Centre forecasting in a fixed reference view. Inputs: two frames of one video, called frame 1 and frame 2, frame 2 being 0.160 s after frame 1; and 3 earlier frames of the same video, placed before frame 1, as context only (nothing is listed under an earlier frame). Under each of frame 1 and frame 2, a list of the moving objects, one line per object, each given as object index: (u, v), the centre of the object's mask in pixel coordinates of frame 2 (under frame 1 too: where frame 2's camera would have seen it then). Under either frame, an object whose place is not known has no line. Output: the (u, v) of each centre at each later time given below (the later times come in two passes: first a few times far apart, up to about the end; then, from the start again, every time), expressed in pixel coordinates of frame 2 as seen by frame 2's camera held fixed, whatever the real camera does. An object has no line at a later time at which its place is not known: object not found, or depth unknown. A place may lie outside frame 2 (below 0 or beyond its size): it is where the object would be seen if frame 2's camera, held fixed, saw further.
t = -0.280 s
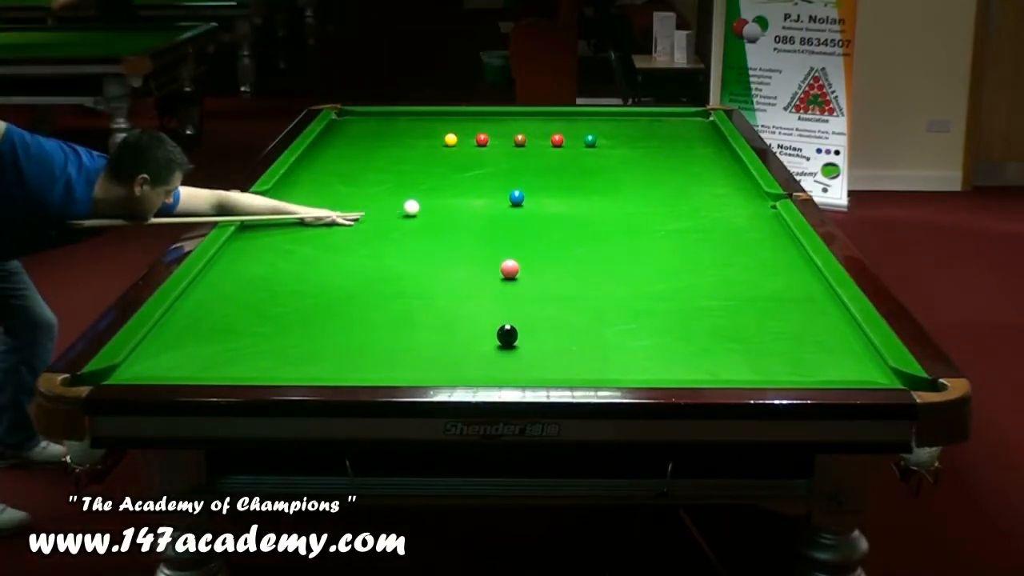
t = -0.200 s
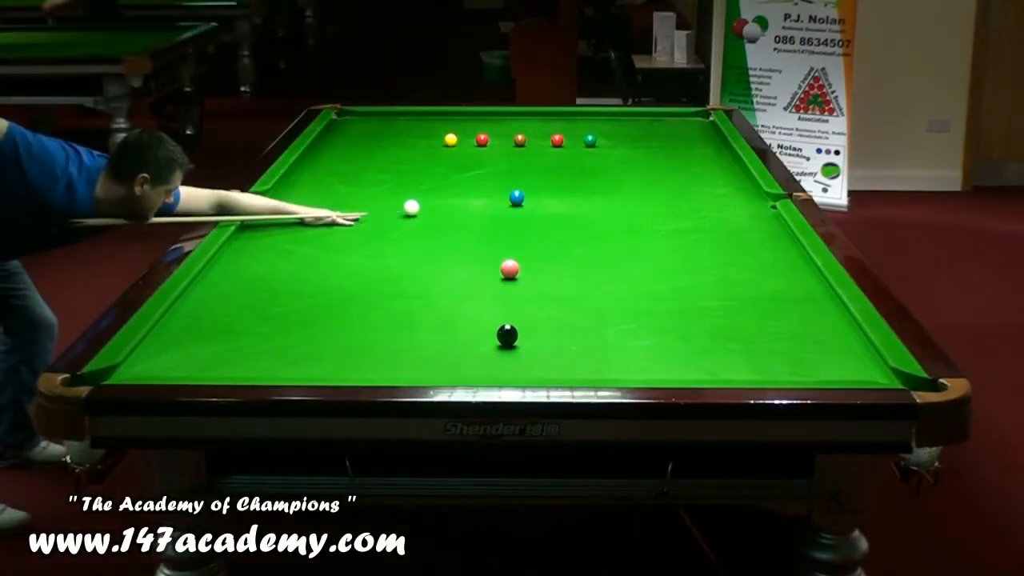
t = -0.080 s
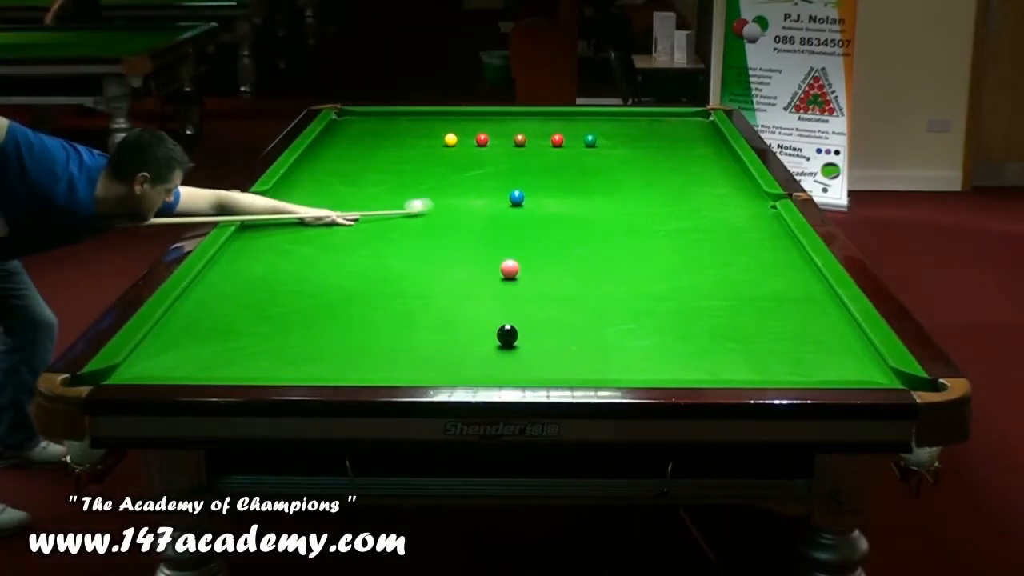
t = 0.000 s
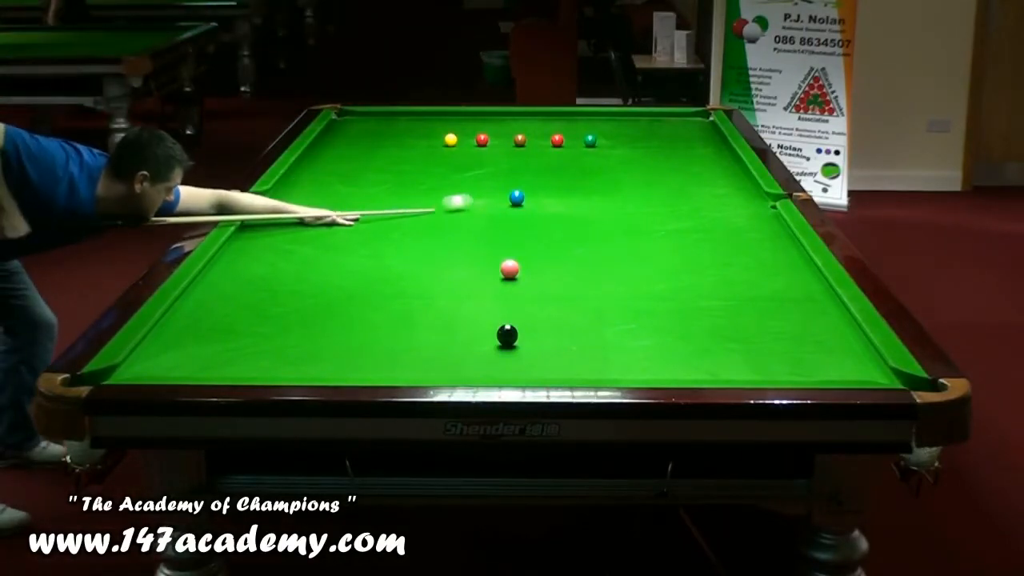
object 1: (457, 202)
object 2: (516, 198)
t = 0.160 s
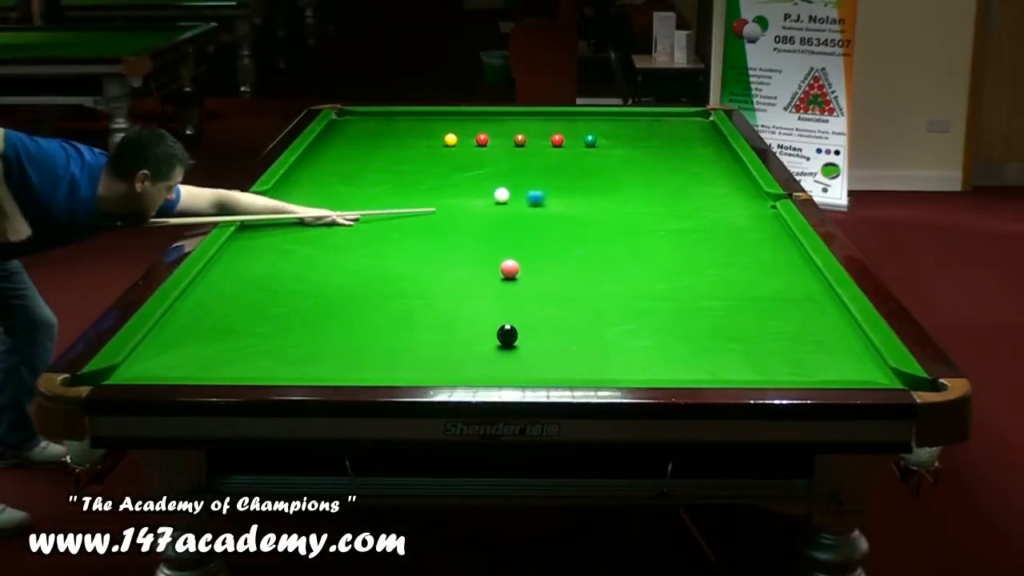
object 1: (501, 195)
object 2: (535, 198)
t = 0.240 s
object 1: (500, 193)
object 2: (559, 198)
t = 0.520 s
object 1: (495, 187)
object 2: (635, 198)
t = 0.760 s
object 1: (491, 182)
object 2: (698, 198)
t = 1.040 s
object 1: (487, 177)
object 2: (768, 199)
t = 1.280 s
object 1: (485, 173)
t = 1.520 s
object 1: (483, 170)
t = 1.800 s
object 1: (481, 167)
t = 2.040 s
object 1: (480, 164)
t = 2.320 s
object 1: (480, 162)
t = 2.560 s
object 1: (479, 160)
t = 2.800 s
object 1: (478, 159)
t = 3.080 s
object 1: (478, 158)
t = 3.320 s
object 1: (478, 157)
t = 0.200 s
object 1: (501, 194)
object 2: (547, 198)
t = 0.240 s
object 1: (500, 193)
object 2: (559, 198)
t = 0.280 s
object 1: (499, 192)
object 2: (570, 198)
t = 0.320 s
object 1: (499, 191)
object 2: (581, 198)
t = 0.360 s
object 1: (498, 190)
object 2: (592, 198)
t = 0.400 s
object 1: (497, 190)
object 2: (603, 198)
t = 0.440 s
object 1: (496, 189)
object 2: (613, 198)
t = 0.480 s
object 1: (496, 188)
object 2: (624, 198)
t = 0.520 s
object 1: (495, 187)
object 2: (635, 198)
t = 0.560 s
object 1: (494, 186)
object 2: (645, 198)
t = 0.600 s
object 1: (494, 185)
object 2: (656, 198)
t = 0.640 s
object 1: (493, 185)
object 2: (666, 198)
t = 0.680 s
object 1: (492, 184)
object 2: (677, 198)
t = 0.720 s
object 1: (492, 183)
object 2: (687, 198)
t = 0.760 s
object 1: (491, 182)
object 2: (698, 198)
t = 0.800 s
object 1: (491, 182)
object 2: (708, 198)
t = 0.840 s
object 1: (490, 181)
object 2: (718, 198)
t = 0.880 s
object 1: (489, 180)
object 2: (729, 198)
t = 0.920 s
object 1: (489, 179)
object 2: (739, 198)
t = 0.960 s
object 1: (488, 178)
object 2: (749, 198)
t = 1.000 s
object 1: (488, 178)
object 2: (759, 198)
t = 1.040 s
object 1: (487, 177)
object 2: (768, 199)
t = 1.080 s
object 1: (487, 176)
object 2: (775, 198)
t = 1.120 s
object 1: (487, 176)
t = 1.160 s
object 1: (486, 175)
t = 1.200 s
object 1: (486, 175)
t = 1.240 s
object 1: (485, 174)
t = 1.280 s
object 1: (485, 173)
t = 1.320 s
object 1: (484, 173)
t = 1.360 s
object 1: (484, 172)
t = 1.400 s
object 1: (484, 172)
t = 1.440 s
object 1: (484, 171)
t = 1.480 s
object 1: (483, 171)
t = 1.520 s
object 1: (483, 170)
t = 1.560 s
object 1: (482, 170)
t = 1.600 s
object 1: (482, 169)
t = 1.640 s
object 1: (482, 168)
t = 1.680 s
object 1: (482, 168)
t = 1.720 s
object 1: (482, 168)
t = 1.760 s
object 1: (481, 167)
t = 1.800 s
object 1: (481, 167)
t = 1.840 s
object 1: (481, 166)
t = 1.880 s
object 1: (481, 166)
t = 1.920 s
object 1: (481, 165)
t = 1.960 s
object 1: (481, 165)
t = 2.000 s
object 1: (480, 164)
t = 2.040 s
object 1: (480, 164)
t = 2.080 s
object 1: (480, 164)
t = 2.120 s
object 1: (480, 163)
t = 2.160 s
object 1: (480, 163)
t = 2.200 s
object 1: (480, 163)
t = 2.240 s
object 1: (480, 162)
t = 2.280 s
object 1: (480, 162)
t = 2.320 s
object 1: (480, 162)
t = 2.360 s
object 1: (479, 161)
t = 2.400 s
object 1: (479, 161)
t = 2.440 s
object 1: (479, 161)
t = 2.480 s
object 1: (479, 161)
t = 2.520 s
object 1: (479, 160)
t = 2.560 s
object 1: (479, 160)
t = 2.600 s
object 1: (479, 160)
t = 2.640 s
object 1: (479, 160)
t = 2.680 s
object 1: (479, 159)
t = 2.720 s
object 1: (479, 159)
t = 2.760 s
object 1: (478, 159)
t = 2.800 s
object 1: (478, 159)
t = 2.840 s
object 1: (478, 159)
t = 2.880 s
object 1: (478, 158)
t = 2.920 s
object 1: (478, 158)
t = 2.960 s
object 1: (478, 158)
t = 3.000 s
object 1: (478, 158)
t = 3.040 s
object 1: (478, 158)
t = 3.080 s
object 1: (478, 158)
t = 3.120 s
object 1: (478, 158)
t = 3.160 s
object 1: (478, 157)
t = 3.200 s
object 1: (478, 157)
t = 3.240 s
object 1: (478, 157)
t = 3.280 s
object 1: (478, 157)
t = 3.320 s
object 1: (478, 157)
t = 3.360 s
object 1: (478, 157)
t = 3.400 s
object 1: (478, 157)
